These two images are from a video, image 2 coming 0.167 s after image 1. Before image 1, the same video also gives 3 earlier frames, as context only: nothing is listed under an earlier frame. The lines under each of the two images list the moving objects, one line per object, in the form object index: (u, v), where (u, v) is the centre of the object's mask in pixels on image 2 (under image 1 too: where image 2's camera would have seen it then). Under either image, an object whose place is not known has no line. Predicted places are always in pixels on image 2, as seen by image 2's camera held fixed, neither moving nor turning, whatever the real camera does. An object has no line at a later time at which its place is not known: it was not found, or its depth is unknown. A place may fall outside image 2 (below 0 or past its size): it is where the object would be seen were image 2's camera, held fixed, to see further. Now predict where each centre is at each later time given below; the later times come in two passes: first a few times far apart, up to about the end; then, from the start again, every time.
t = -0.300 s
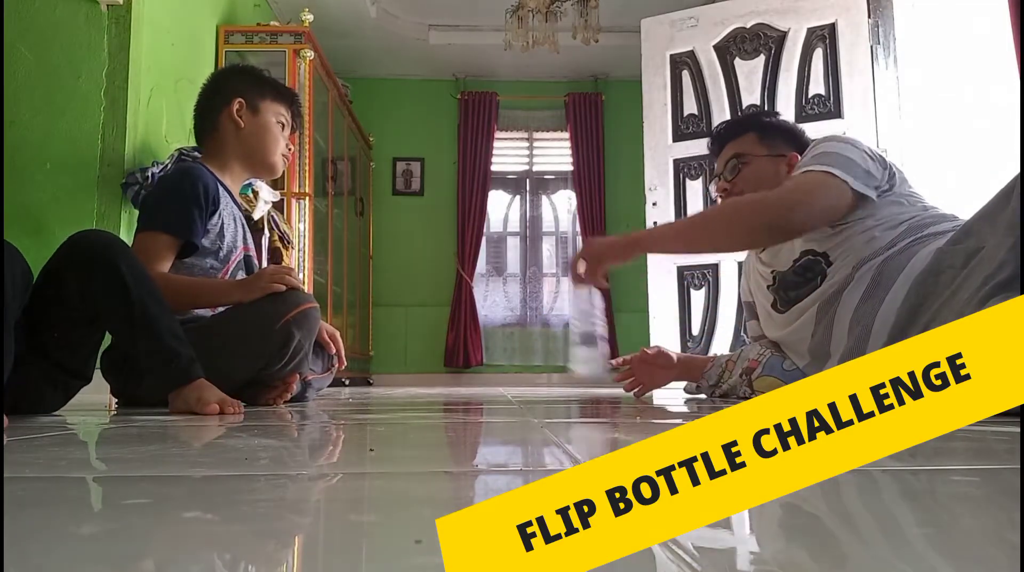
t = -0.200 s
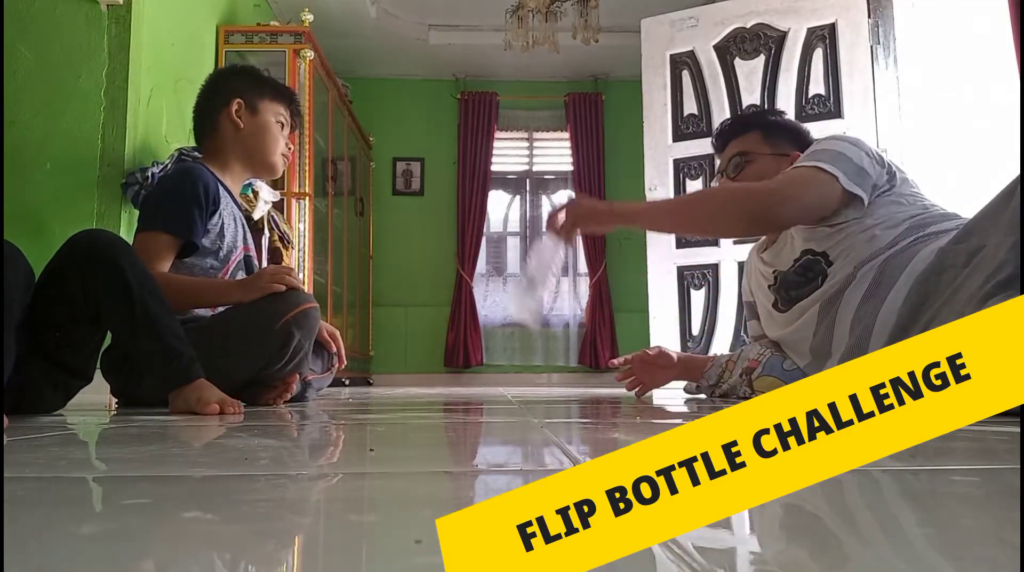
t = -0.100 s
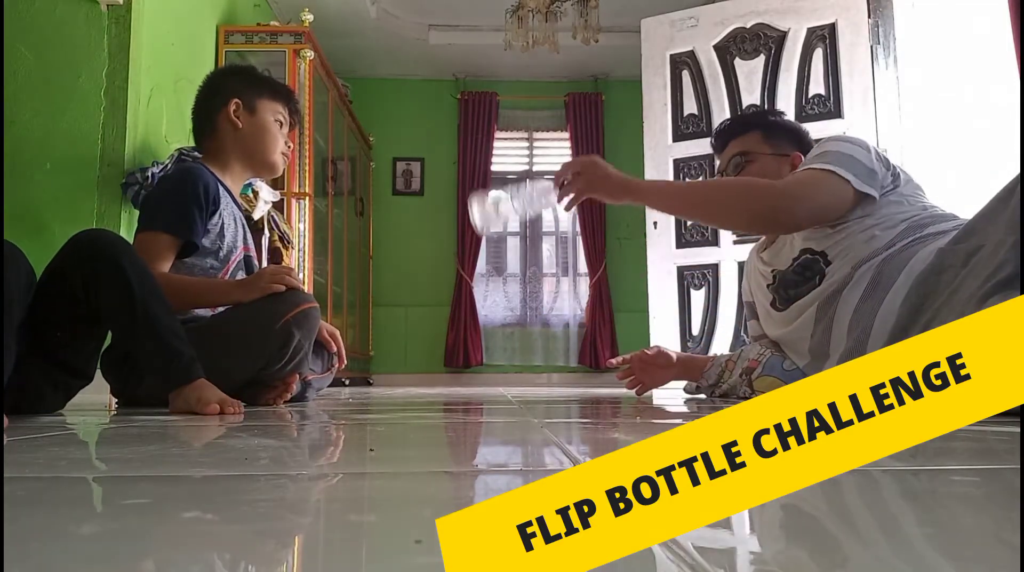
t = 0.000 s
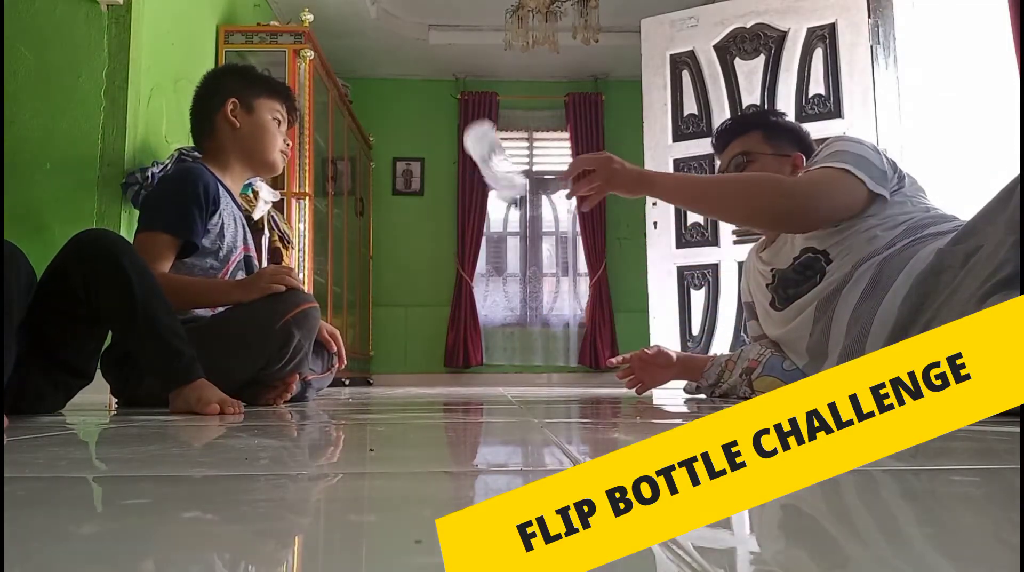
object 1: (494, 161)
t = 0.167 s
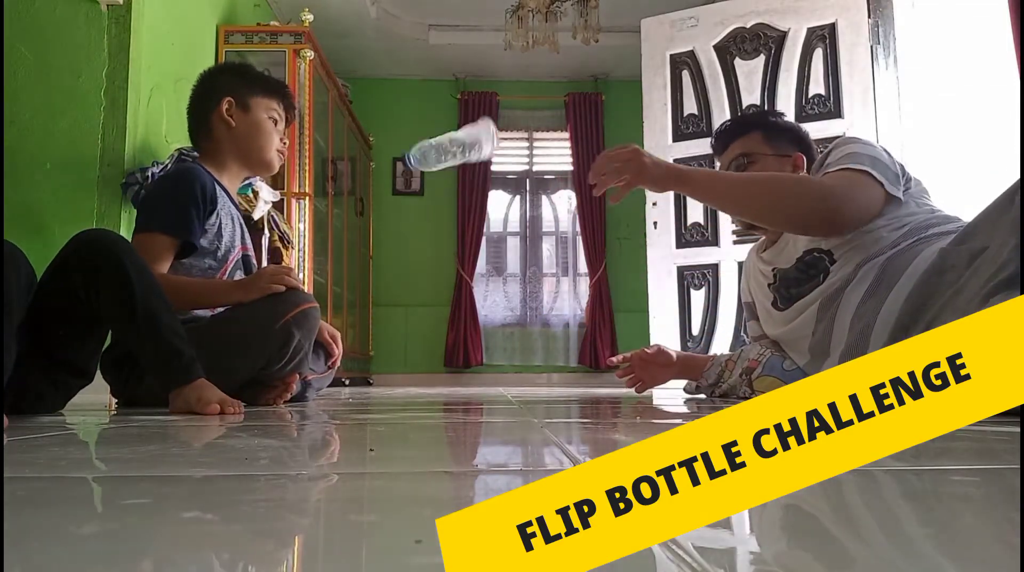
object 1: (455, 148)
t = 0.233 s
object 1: (455, 174)
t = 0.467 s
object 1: (462, 350)
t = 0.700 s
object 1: (475, 358)
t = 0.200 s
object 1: (456, 158)
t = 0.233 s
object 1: (455, 174)
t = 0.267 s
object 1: (456, 198)
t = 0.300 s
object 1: (456, 228)
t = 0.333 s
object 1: (457, 269)
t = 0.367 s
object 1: (457, 315)
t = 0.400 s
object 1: (460, 351)
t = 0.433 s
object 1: (462, 351)
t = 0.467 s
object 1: (462, 350)
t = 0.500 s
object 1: (463, 350)
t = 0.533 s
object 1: (464, 350)
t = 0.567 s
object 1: (466, 350)
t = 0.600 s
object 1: (467, 351)
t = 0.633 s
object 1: (468, 352)
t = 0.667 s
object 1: (471, 354)
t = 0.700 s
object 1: (475, 358)
